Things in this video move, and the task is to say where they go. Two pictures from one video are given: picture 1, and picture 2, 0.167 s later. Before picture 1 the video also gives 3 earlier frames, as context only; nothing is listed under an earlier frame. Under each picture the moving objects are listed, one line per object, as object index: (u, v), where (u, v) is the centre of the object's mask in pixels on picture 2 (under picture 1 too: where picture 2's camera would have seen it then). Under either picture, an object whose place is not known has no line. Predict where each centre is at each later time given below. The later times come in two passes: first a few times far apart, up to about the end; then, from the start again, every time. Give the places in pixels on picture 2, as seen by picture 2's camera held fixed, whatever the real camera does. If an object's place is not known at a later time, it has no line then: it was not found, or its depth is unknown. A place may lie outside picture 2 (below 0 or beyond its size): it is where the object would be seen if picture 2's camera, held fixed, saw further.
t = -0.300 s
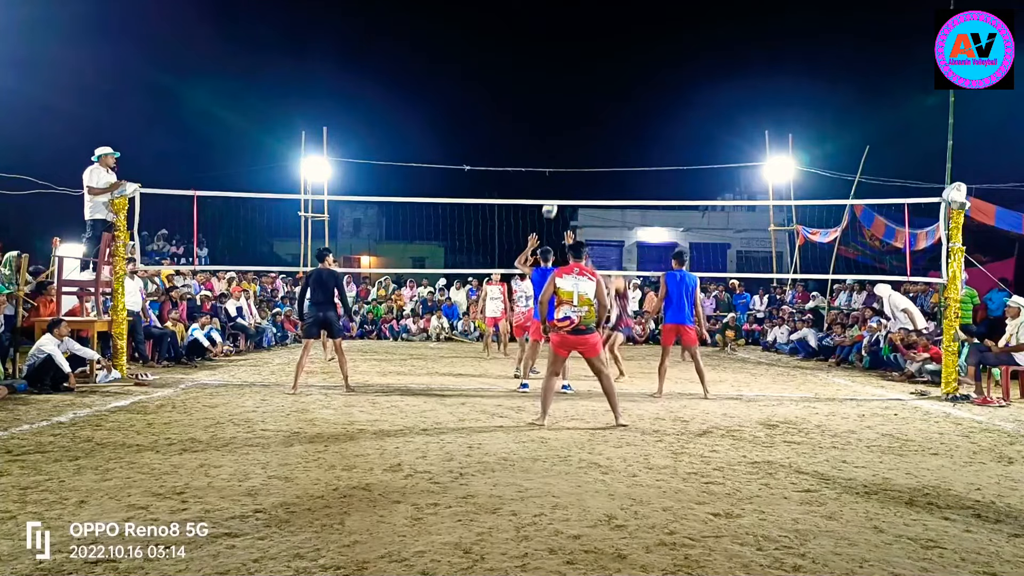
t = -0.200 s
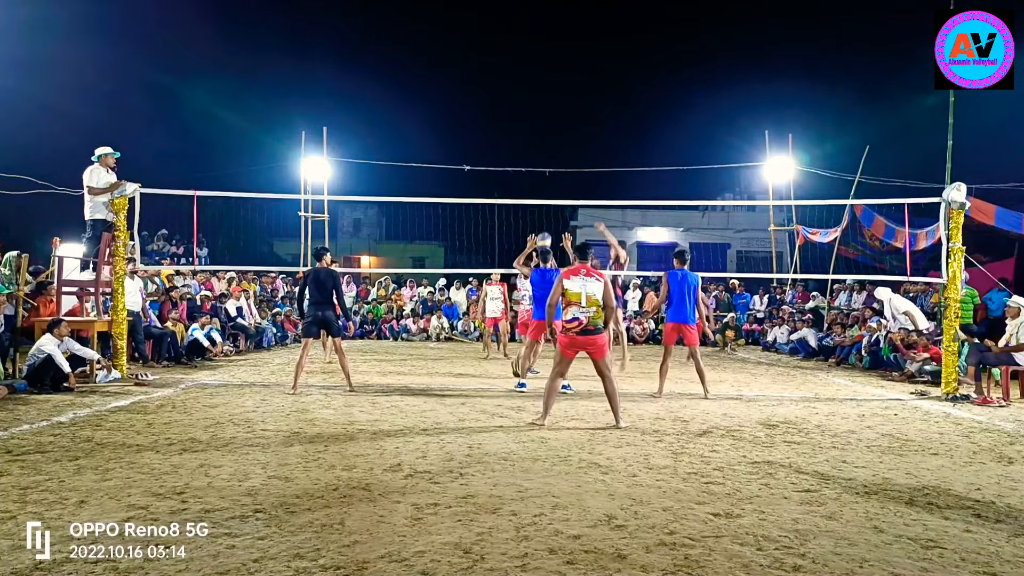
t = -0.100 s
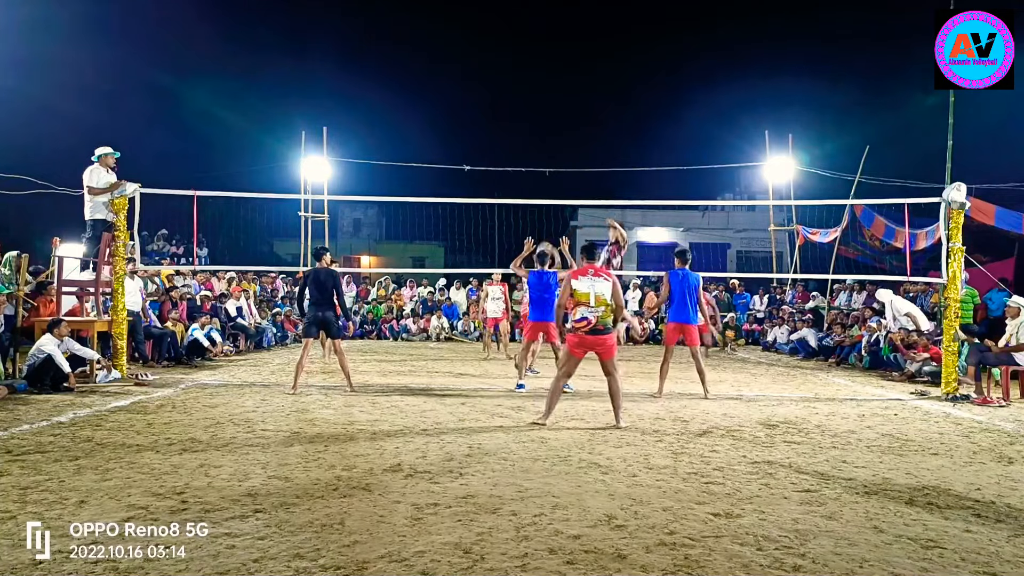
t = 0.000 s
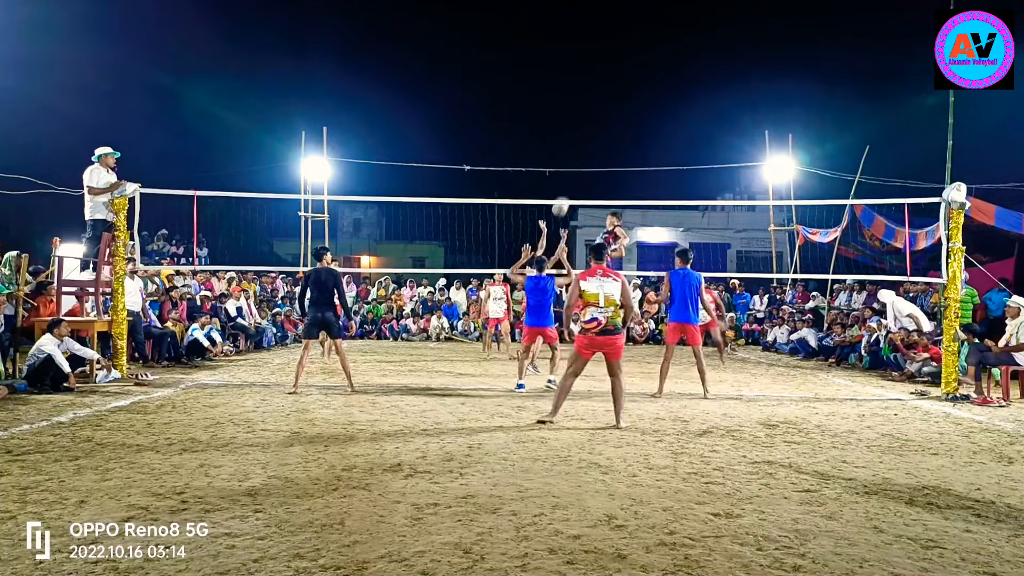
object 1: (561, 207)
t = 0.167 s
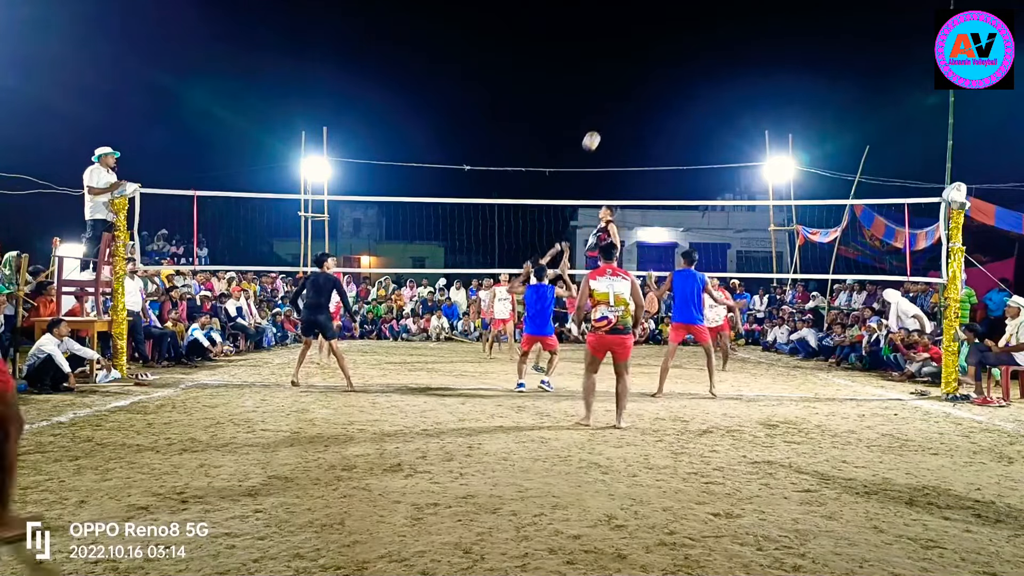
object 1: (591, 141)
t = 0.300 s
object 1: (616, 103)
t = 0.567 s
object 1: (664, 63)
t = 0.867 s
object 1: (718, 78)
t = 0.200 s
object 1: (597, 130)
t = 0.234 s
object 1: (603, 120)
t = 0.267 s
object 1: (610, 111)
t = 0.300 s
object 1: (616, 103)
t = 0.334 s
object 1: (622, 95)
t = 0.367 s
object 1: (628, 89)
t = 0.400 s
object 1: (634, 82)
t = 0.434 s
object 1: (640, 77)
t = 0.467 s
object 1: (646, 72)
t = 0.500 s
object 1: (652, 68)
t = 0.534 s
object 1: (658, 65)
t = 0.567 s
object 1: (664, 63)
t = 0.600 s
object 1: (670, 61)
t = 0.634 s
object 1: (676, 60)
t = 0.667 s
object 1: (682, 60)
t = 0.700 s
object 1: (688, 61)
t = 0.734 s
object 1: (694, 63)
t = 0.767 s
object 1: (700, 65)
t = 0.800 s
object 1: (706, 69)
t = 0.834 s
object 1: (712, 73)
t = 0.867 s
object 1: (718, 78)
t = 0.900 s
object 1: (724, 83)
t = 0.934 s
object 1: (730, 90)
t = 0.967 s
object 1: (736, 98)
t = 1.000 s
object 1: (742, 106)
